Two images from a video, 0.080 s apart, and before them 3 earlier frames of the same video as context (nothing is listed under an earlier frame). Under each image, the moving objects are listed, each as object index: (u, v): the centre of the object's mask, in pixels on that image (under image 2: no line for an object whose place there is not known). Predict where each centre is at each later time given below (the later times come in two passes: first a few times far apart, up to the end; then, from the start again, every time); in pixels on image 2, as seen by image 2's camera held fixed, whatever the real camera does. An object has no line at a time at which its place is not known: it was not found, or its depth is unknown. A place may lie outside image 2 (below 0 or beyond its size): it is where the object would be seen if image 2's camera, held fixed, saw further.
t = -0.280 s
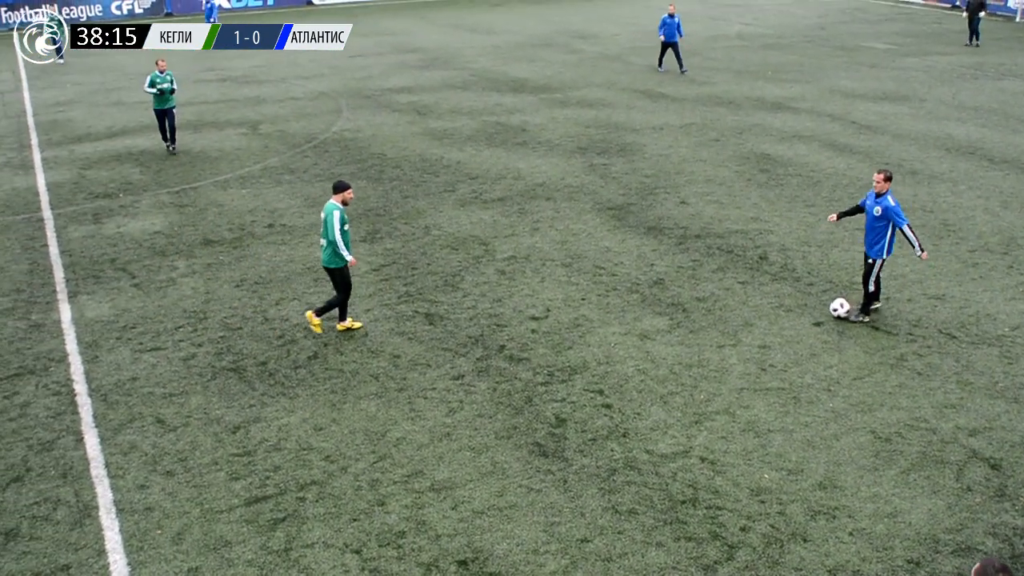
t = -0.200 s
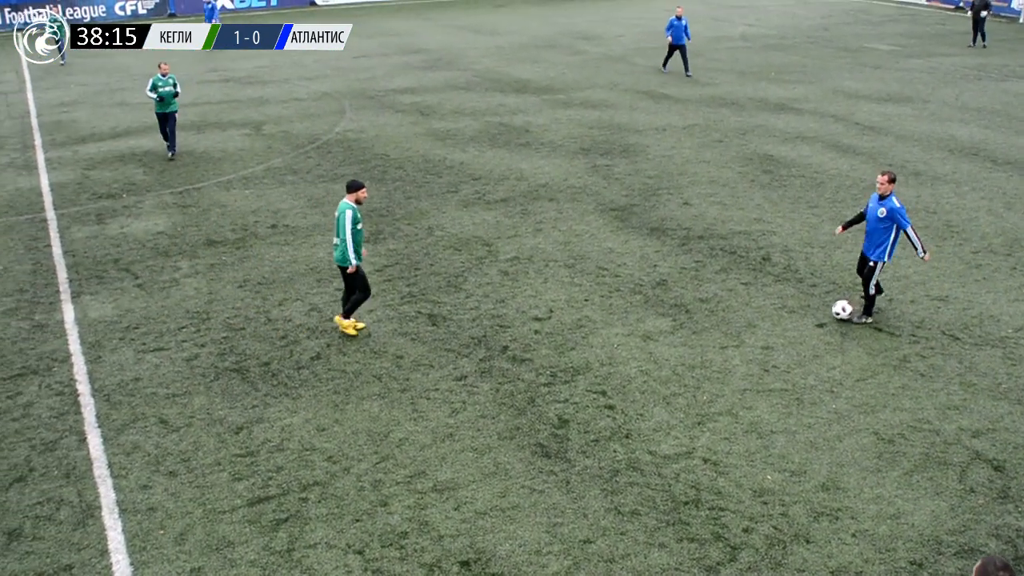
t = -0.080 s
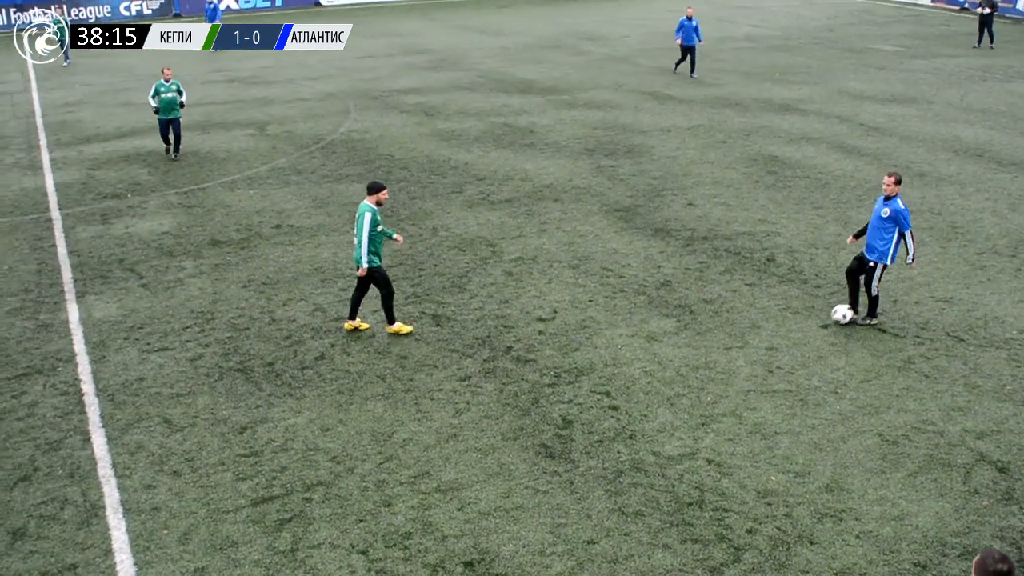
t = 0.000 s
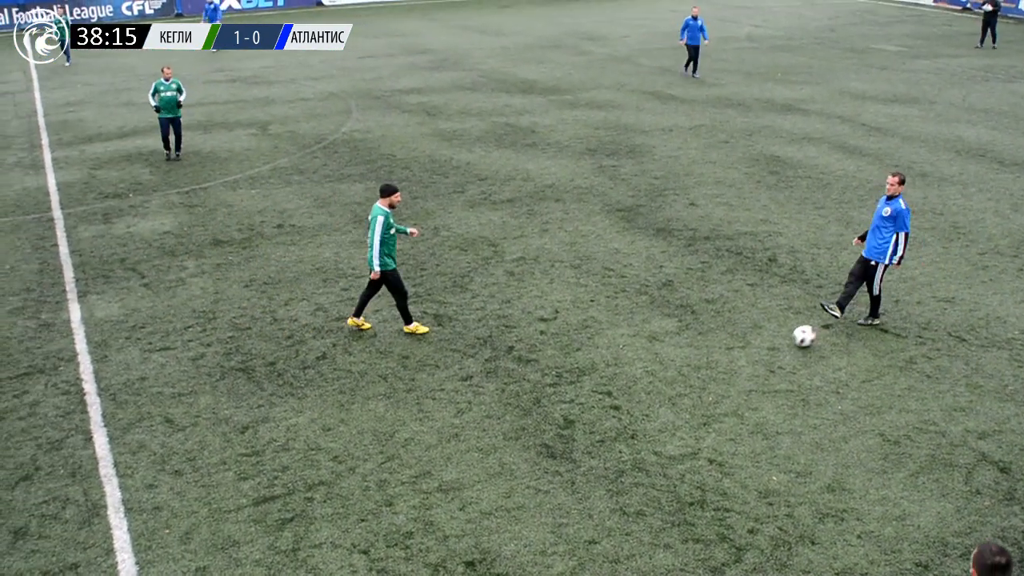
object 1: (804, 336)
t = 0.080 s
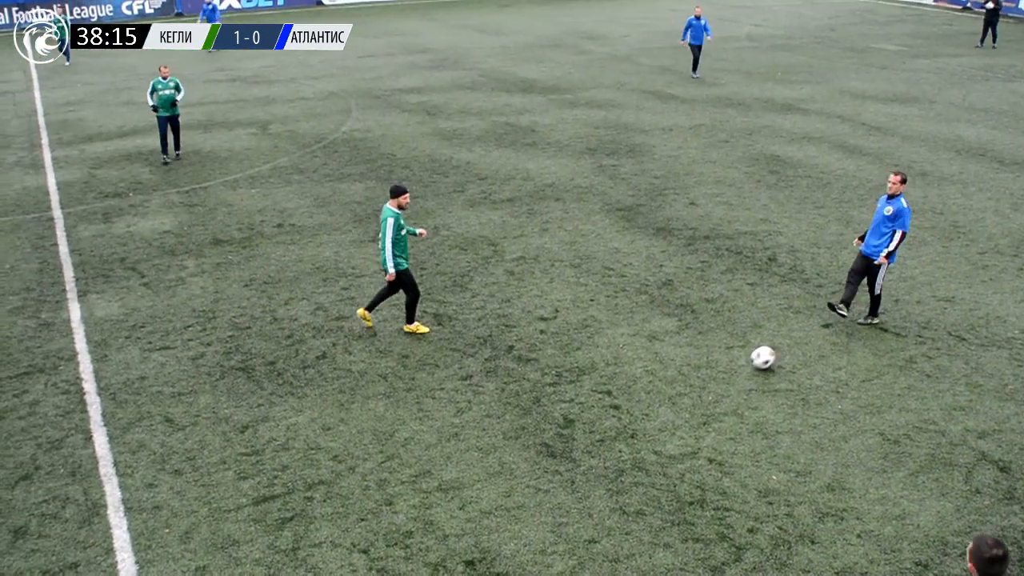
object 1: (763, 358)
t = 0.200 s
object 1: (697, 394)
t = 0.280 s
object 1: (651, 420)
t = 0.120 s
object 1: (741, 369)
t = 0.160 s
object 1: (719, 383)
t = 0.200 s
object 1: (697, 394)
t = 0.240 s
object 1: (674, 407)
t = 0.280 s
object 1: (651, 420)
